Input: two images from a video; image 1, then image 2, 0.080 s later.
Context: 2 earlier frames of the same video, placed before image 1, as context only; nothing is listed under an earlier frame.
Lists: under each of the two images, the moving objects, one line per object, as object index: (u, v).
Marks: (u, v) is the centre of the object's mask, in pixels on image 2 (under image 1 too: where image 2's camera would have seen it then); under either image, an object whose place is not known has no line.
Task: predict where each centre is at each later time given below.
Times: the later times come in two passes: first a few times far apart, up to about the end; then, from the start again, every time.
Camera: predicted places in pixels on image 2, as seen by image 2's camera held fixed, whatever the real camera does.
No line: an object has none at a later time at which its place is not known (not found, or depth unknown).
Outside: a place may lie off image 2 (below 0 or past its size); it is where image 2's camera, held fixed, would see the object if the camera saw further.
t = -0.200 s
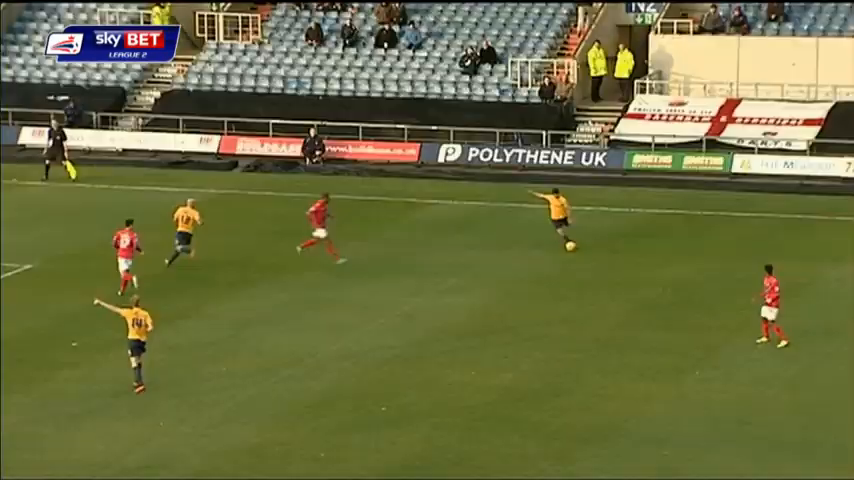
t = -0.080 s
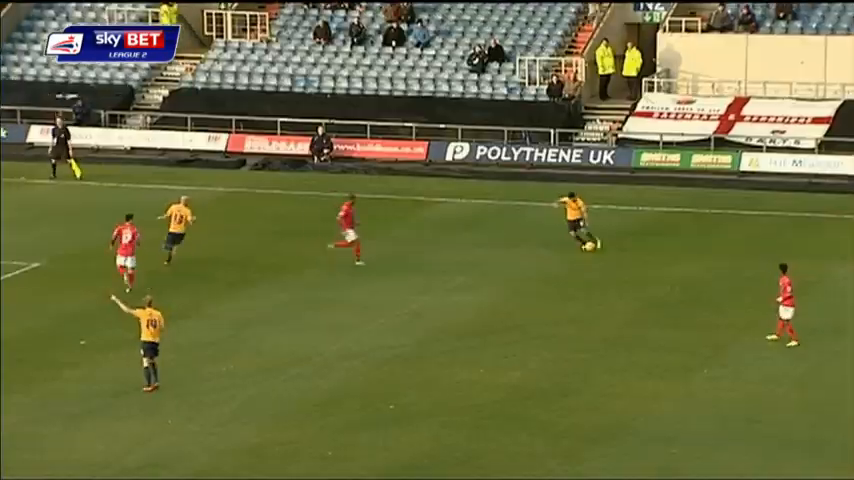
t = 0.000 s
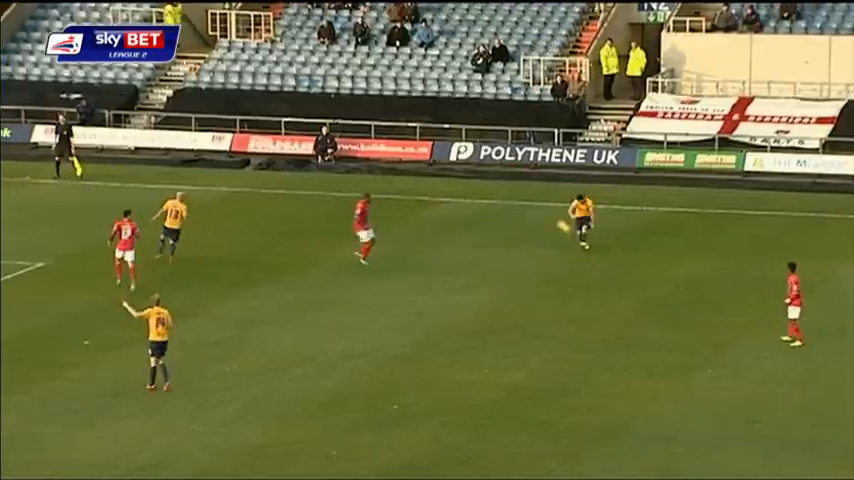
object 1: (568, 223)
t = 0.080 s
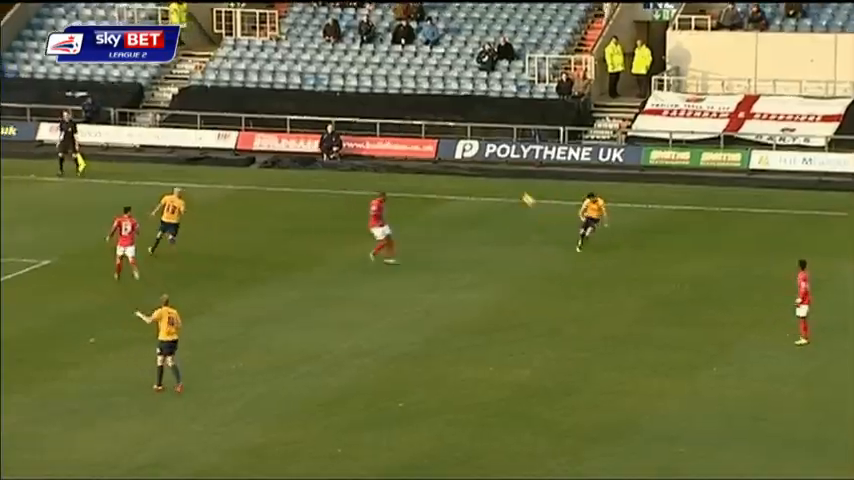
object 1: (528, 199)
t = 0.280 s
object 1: (429, 140)
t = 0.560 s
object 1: (283, 72)
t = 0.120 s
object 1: (508, 186)
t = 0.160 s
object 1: (488, 175)
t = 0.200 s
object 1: (468, 163)
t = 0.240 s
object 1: (448, 152)
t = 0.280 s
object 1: (429, 140)
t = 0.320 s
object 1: (408, 130)
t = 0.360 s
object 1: (388, 119)
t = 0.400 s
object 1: (367, 109)
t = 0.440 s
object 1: (346, 99)
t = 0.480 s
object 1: (325, 90)
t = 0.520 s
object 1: (305, 80)
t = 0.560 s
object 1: (283, 72)
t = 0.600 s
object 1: (262, 64)
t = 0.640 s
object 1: (241, 56)
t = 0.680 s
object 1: (219, 49)
